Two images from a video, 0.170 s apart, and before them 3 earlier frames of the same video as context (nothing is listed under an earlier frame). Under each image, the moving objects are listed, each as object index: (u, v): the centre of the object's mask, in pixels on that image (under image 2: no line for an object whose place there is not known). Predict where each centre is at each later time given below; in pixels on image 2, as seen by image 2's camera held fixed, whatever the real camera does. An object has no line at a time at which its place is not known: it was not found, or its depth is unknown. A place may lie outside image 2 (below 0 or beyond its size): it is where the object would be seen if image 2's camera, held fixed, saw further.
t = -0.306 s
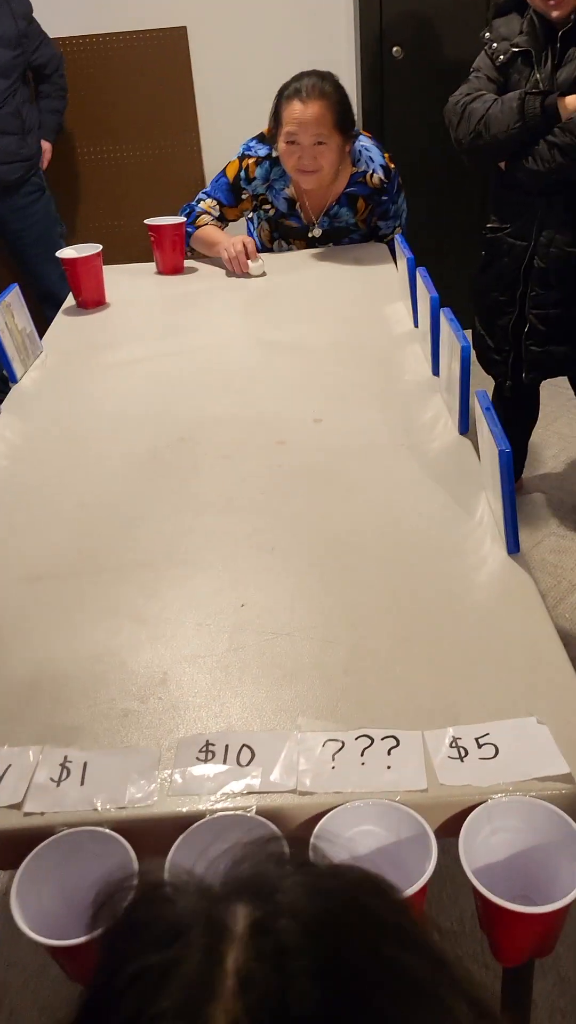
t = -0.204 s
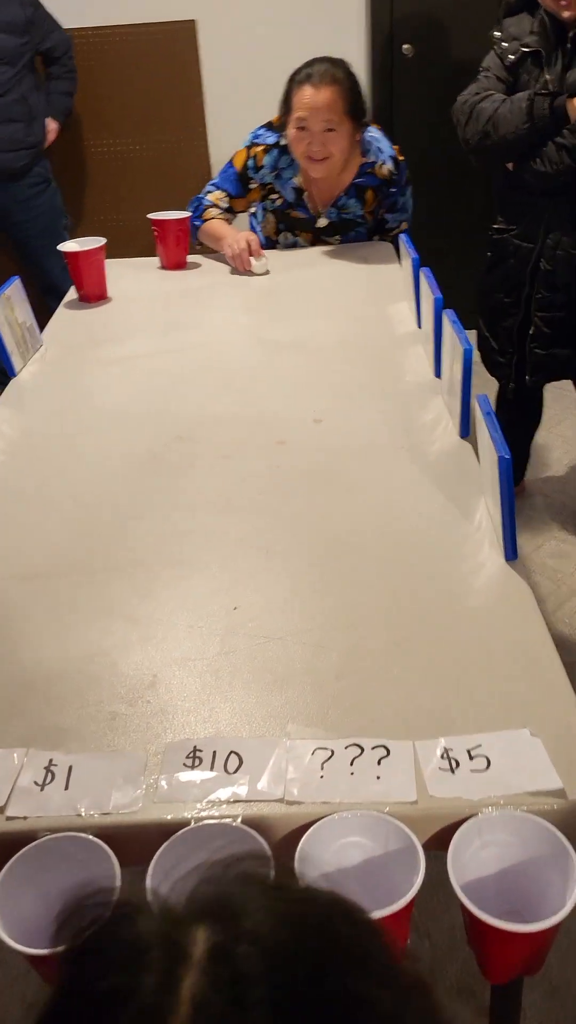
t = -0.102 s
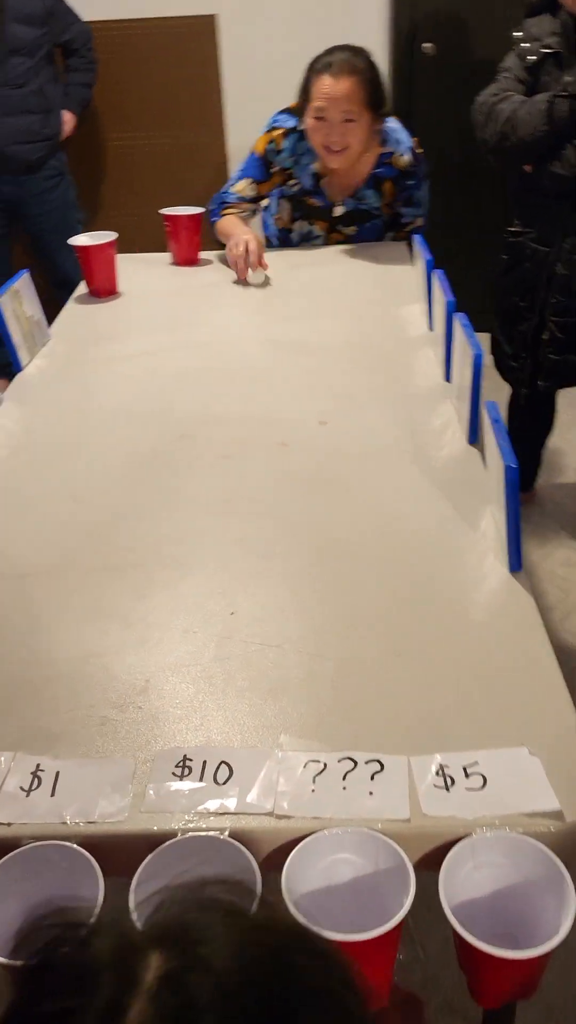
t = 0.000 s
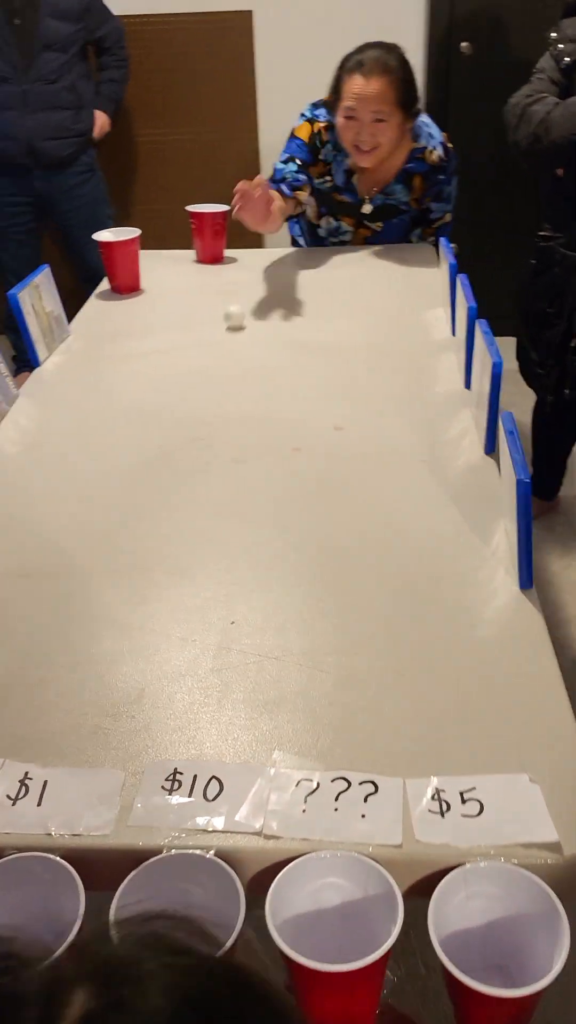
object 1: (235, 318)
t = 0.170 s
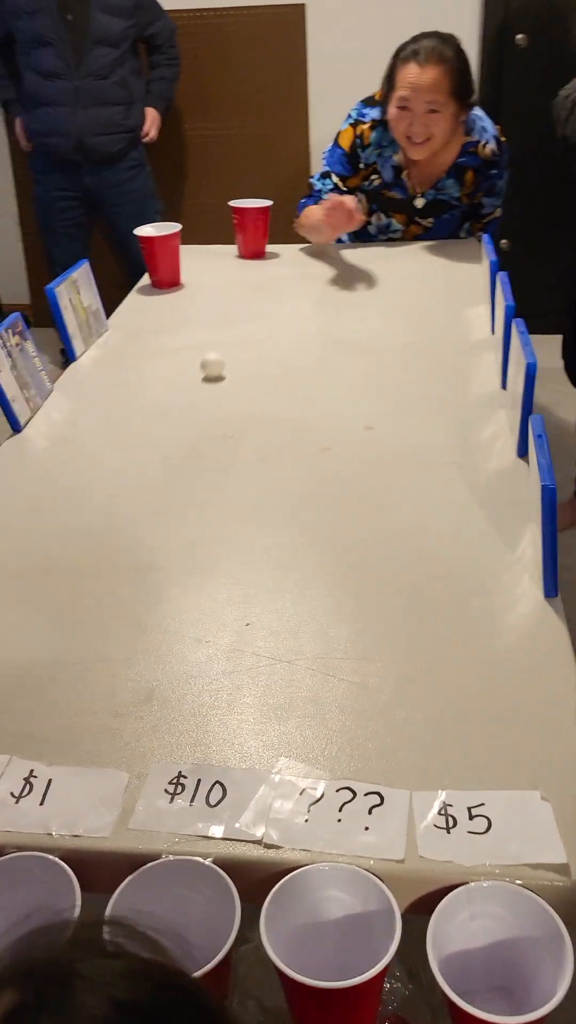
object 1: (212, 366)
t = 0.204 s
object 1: (203, 375)
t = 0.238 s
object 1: (193, 383)
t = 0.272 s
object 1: (183, 393)
